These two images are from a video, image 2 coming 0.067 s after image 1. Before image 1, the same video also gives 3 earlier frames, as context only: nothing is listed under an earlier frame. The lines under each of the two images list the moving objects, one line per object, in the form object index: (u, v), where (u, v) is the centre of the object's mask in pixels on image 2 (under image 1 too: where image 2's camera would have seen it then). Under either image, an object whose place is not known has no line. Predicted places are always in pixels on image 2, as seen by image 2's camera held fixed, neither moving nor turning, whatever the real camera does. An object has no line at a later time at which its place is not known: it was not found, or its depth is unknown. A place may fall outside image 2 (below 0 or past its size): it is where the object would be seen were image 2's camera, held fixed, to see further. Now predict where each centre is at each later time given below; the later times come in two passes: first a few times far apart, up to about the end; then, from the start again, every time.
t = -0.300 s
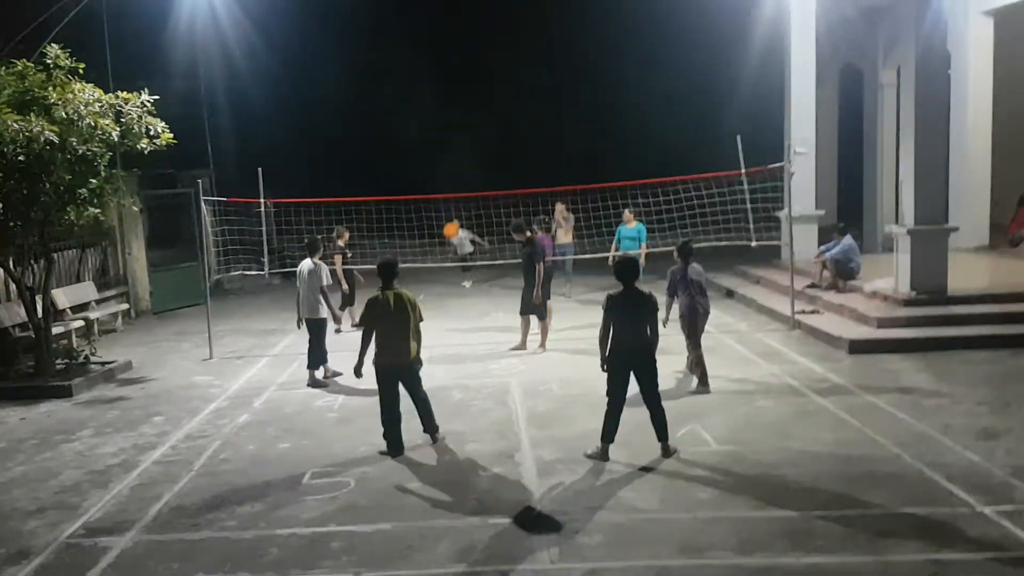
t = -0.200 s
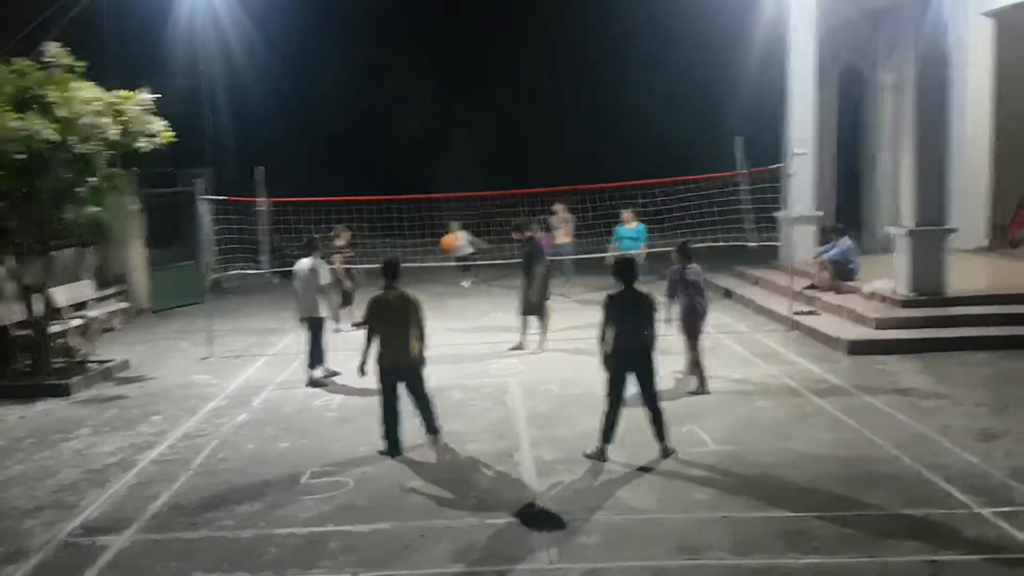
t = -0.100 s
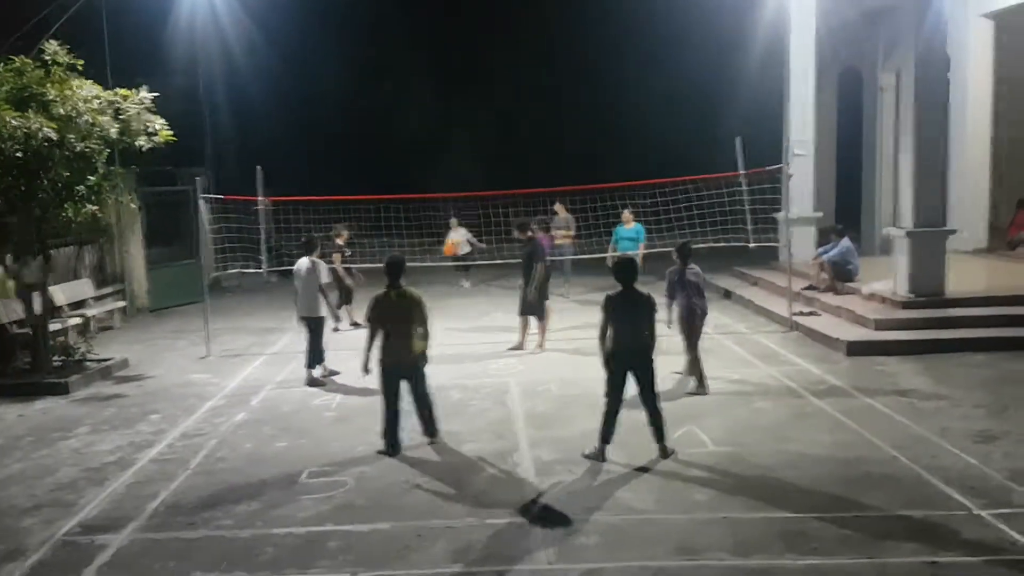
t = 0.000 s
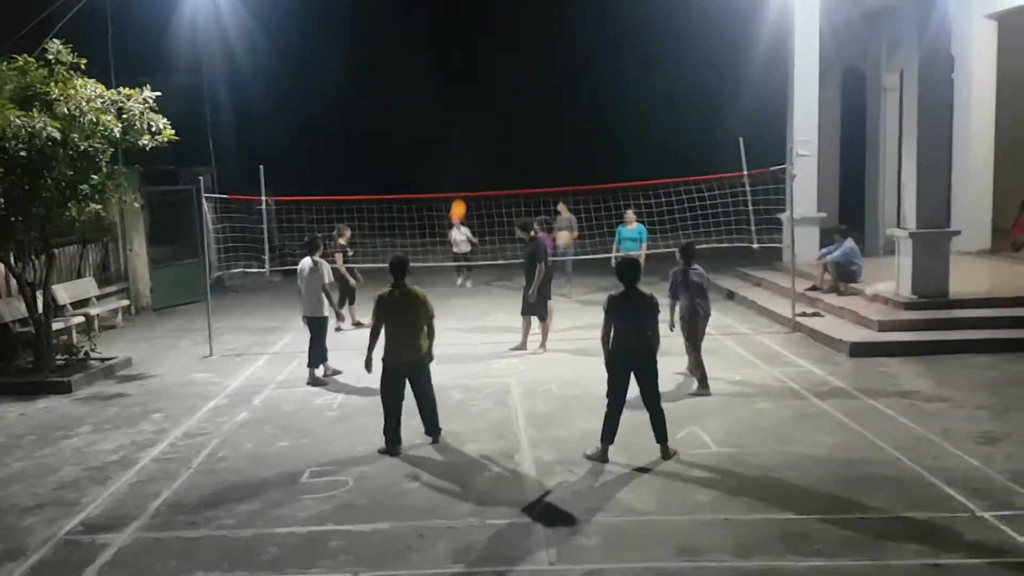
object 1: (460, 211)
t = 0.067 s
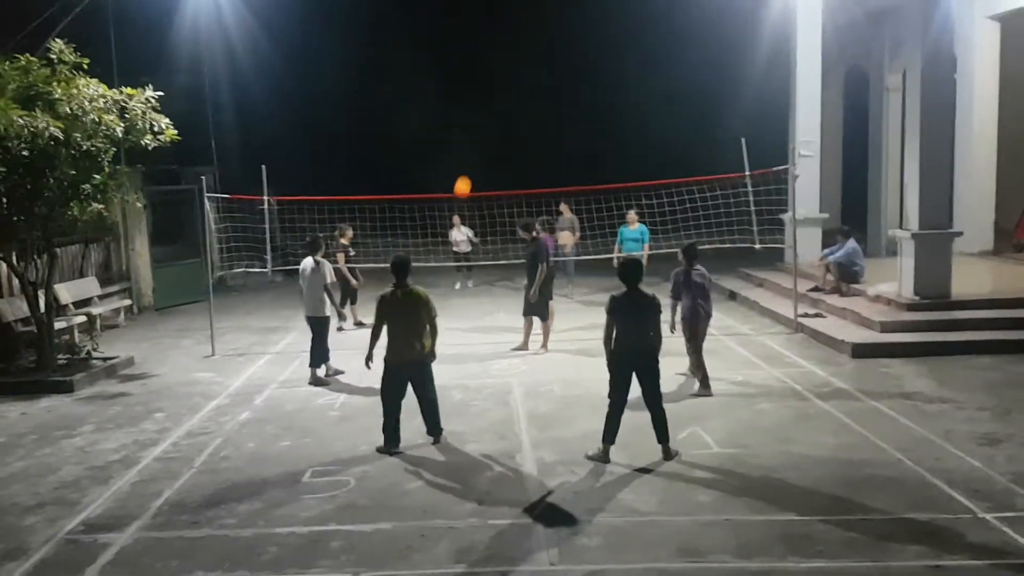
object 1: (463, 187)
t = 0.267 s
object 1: (467, 129)
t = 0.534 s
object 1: (484, 90)
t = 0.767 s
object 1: (505, 107)
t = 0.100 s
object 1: (463, 176)
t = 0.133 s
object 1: (464, 165)
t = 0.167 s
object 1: (465, 155)
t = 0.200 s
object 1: (465, 146)
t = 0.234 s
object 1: (466, 137)
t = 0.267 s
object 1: (467, 129)
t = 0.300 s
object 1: (469, 121)
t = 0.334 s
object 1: (470, 114)
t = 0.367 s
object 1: (472, 108)
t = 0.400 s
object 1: (474, 103)
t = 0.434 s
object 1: (476, 98)
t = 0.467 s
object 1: (479, 95)
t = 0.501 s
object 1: (481, 92)
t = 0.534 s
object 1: (484, 90)
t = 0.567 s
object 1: (487, 89)
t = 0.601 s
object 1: (490, 89)
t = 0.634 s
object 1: (492, 91)
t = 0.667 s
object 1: (496, 93)
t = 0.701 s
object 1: (499, 96)
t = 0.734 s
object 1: (502, 101)
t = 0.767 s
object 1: (505, 107)
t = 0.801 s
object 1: (509, 114)
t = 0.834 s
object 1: (513, 122)
